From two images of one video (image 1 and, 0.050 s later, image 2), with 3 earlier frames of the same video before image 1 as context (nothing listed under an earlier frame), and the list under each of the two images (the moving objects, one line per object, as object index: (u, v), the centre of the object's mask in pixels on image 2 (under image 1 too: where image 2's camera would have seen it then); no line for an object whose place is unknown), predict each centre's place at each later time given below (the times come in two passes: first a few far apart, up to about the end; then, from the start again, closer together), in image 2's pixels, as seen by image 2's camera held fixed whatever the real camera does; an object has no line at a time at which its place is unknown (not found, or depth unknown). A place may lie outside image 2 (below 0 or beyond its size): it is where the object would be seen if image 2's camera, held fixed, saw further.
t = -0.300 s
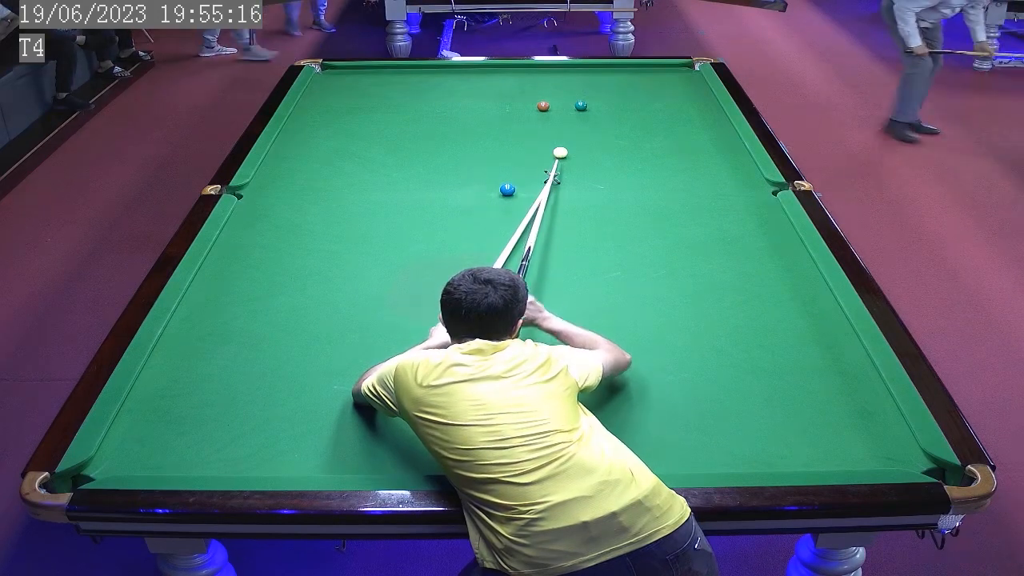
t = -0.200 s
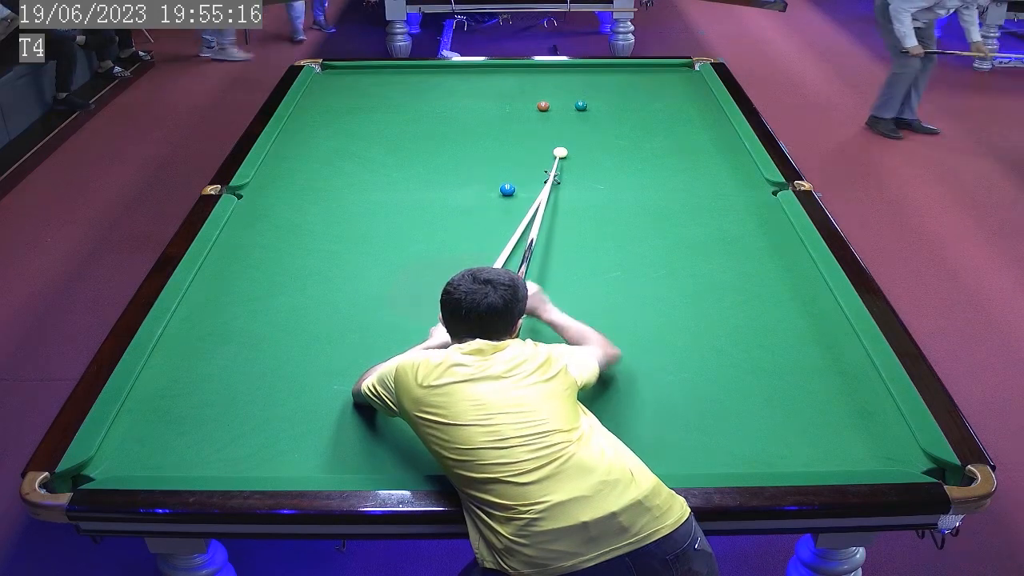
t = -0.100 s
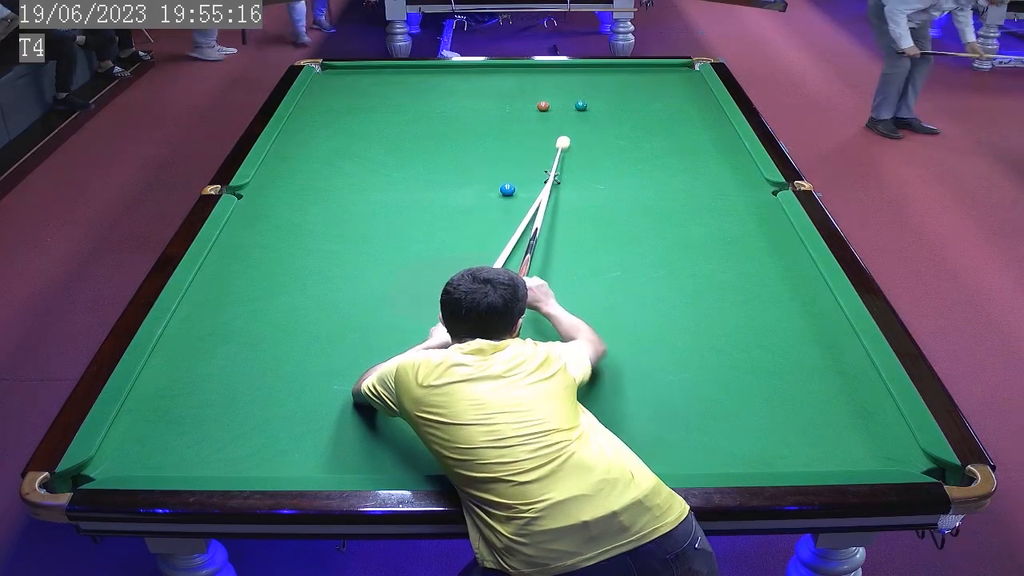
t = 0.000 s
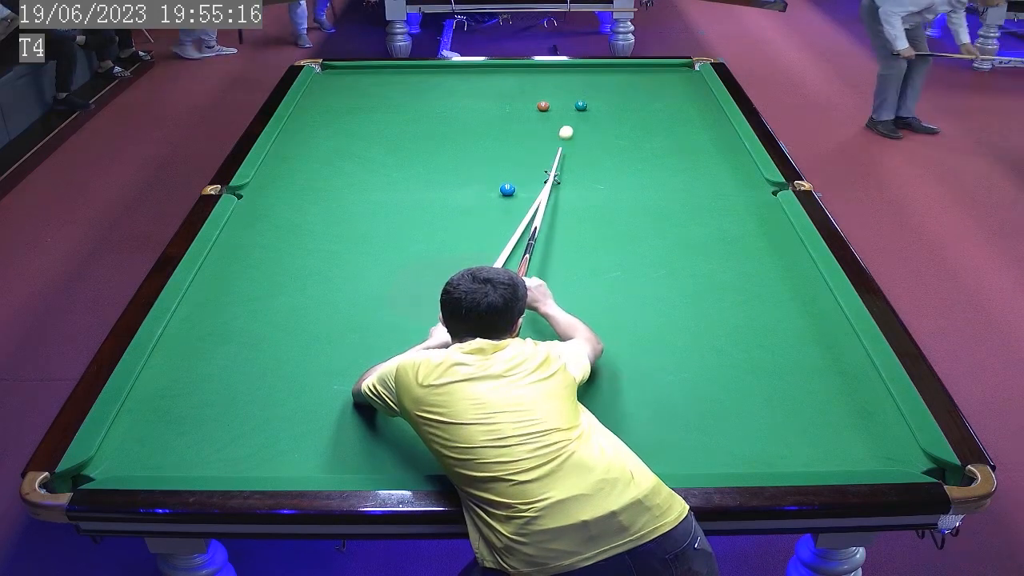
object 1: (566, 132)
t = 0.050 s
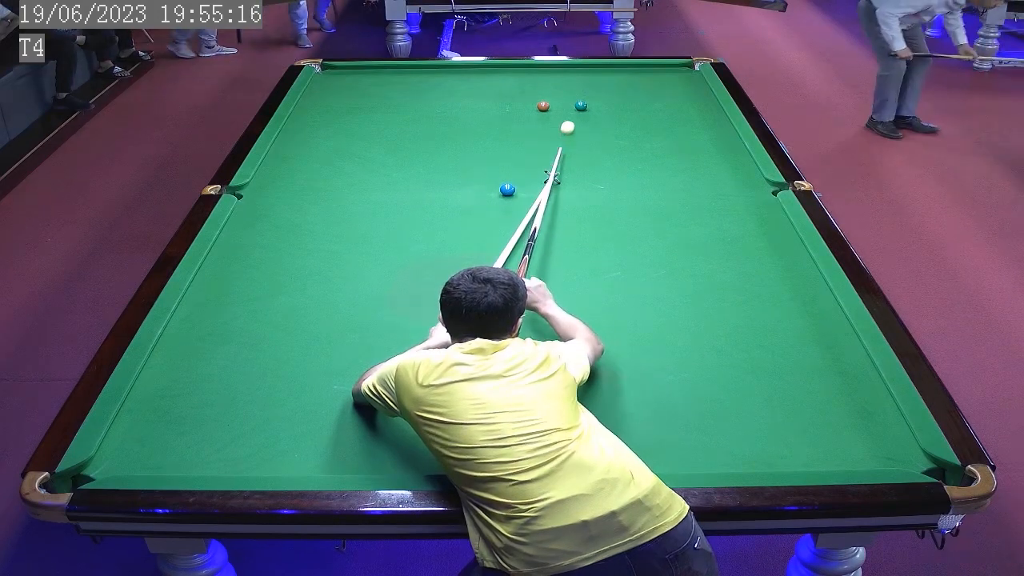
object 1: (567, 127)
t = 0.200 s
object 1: (571, 113)
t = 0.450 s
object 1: (553, 100)
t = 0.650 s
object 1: (535, 93)
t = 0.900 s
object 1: (516, 83)
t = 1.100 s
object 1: (501, 77)
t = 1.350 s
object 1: (483, 69)
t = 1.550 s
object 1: (472, 68)
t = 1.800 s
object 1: (458, 73)
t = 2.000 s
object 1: (448, 78)
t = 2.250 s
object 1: (435, 82)
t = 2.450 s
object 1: (425, 87)
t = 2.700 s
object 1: (412, 92)
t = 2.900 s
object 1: (403, 95)
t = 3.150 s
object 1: (391, 100)
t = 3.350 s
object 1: (382, 104)
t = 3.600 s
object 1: (371, 108)
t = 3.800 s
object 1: (362, 111)
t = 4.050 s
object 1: (353, 115)
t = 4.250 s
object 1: (345, 118)
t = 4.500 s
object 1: (337, 122)
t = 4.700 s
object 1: (330, 125)
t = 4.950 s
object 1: (324, 128)
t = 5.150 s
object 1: (319, 130)
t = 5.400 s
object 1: (313, 132)
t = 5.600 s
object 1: (310, 134)
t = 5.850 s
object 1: (306, 136)
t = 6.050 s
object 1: (303, 137)
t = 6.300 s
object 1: (301, 139)
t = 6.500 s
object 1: (300, 139)
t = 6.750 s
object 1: (300, 140)
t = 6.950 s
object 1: (300, 140)
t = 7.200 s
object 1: (300, 140)
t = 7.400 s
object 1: (300, 140)
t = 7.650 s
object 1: (300, 140)
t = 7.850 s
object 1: (300, 140)
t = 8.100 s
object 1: (300, 140)
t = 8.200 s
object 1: (300, 140)
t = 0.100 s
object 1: (568, 123)
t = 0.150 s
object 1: (570, 118)
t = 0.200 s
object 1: (571, 113)
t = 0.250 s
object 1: (572, 109)
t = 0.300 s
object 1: (568, 107)
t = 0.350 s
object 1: (562, 105)
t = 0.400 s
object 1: (557, 103)
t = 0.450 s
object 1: (553, 100)
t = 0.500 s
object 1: (549, 98)
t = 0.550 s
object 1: (544, 96)
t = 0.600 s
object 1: (540, 95)
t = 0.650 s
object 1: (535, 93)
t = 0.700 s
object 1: (532, 91)
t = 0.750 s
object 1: (527, 89)
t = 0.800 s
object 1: (523, 87)
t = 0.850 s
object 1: (520, 85)
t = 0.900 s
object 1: (516, 83)
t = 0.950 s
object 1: (512, 82)
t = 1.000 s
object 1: (508, 80)
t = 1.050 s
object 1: (504, 78)
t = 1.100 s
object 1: (501, 77)
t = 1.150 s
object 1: (497, 75)
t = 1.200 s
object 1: (494, 73)
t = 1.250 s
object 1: (490, 72)
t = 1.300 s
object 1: (487, 70)
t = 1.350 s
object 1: (483, 69)
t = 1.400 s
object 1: (480, 67)
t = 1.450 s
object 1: (477, 66)
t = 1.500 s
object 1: (474, 67)
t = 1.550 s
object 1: (472, 68)
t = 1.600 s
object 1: (469, 69)
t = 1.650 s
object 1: (466, 70)
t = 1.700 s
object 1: (464, 71)
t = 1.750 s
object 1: (461, 72)
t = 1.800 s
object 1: (458, 73)
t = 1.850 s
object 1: (456, 74)
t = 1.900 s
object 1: (453, 75)
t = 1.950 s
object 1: (450, 76)
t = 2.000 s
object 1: (448, 78)
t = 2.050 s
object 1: (445, 78)
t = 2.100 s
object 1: (443, 79)
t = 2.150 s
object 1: (440, 80)
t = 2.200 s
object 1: (437, 82)
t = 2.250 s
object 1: (435, 82)
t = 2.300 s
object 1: (432, 84)
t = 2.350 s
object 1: (430, 84)
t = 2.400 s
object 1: (427, 86)
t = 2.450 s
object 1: (425, 87)
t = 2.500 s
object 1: (422, 88)
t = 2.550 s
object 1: (420, 89)
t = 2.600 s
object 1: (417, 90)
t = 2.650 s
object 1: (415, 91)
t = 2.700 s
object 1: (412, 92)
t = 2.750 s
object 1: (410, 93)
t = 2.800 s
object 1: (408, 94)
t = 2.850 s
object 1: (405, 94)
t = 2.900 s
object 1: (403, 95)
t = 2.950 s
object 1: (400, 96)
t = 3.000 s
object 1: (398, 97)
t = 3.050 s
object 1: (395, 98)
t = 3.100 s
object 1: (393, 99)
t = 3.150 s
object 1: (391, 100)
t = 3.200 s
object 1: (388, 101)
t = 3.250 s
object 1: (386, 102)
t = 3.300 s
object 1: (384, 103)
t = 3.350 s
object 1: (382, 104)
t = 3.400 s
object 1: (379, 105)
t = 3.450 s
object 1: (377, 105)
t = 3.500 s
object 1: (375, 106)
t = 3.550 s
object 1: (373, 107)
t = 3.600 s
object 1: (371, 108)
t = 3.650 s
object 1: (369, 109)
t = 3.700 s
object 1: (367, 110)
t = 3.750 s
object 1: (364, 111)
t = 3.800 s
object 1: (362, 111)
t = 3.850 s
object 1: (360, 112)
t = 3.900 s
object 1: (358, 113)
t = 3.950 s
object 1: (356, 114)
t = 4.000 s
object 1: (354, 115)
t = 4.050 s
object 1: (353, 115)
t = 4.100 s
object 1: (351, 116)
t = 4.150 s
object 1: (349, 117)
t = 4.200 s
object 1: (347, 118)
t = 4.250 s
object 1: (345, 118)
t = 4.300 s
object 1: (343, 119)
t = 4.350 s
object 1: (342, 120)
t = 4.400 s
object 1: (340, 121)
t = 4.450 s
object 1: (338, 121)
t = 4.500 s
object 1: (337, 122)
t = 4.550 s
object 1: (335, 123)
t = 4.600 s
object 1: (333, 123)
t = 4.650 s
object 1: (332, 124)
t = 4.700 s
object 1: (330, 125)
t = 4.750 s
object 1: (329, 125)
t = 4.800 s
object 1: (327, 126)
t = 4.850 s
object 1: (326, 126)
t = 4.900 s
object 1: (325, 127)
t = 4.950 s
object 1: (324, 128)
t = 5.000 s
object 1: (322, 128)
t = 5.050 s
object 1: (321, 129)
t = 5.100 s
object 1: (320, 129)
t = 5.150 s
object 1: (319, 130)
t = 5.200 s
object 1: (317, 130)
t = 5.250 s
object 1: (316, 131)
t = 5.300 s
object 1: (315, 131)
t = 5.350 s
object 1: (314, 132)
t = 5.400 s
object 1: (313, 132)
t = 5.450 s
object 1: (313, 133)
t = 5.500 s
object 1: (312, 133)
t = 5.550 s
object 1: (311, 134)
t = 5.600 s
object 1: (310, 134)
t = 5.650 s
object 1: (309, 134)
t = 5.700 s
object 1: (308, 135)
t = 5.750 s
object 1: (307, 135)
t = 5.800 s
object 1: (307, 136)
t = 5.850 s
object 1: (306, 136)
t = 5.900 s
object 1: (305, 136)
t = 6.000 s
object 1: (304, 137)
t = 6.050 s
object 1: (303, 137)
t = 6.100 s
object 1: (303, 138)
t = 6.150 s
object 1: (302, 138)
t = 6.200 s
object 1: (302, 138)
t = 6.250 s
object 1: (301, 138)
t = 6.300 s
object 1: (301, 139)
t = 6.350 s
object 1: (301, 139)
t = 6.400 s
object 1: (301, 139)
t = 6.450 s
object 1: (300, 139)
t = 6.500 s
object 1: (300, 139)
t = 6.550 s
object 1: (300, 139)
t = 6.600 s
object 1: (300, 139)
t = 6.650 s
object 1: (300, 139)
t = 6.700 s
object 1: (300, 140)
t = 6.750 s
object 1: (300, 140)
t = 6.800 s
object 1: (300, 140)
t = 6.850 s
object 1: (300, 140)
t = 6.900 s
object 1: (300, 140)
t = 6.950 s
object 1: (300, 140)
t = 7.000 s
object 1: (300, 140)
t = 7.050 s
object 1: (300, 140)
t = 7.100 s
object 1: (300, 140)
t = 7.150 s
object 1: (300, 140)
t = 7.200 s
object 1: (300, 140)
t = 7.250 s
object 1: (300, 140)
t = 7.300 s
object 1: (300, 140)
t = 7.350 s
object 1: (300, 140)
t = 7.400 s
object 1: (300, 140)
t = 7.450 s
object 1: (300, 140)
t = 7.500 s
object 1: (300, 140)
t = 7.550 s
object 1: (300, 140)
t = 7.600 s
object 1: (300, 140)
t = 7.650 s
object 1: (300, 140)
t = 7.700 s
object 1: (300, 140)
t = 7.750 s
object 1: (300, 140)
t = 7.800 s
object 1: (300, 140)
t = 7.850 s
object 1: (300, 140)
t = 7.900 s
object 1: (300, 140)
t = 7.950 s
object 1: (300, 140)
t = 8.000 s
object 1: (300, 140)
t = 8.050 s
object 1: (300, 140)
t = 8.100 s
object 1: (300, 140)
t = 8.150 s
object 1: (300, 140)
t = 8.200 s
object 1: (300, 140)
